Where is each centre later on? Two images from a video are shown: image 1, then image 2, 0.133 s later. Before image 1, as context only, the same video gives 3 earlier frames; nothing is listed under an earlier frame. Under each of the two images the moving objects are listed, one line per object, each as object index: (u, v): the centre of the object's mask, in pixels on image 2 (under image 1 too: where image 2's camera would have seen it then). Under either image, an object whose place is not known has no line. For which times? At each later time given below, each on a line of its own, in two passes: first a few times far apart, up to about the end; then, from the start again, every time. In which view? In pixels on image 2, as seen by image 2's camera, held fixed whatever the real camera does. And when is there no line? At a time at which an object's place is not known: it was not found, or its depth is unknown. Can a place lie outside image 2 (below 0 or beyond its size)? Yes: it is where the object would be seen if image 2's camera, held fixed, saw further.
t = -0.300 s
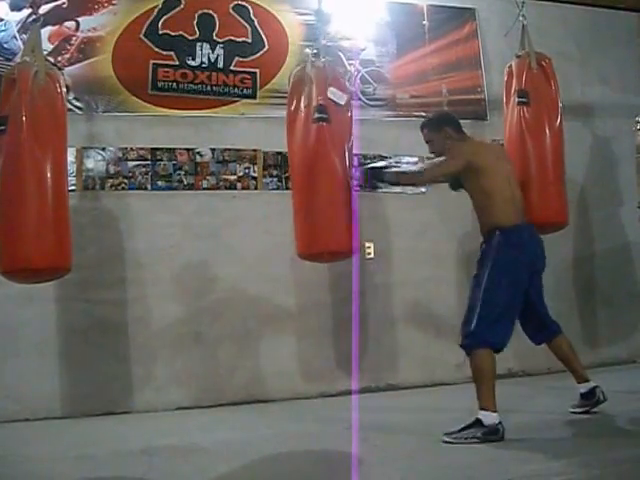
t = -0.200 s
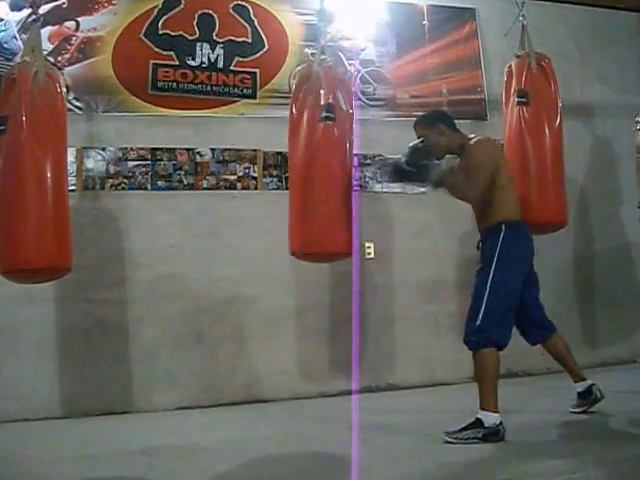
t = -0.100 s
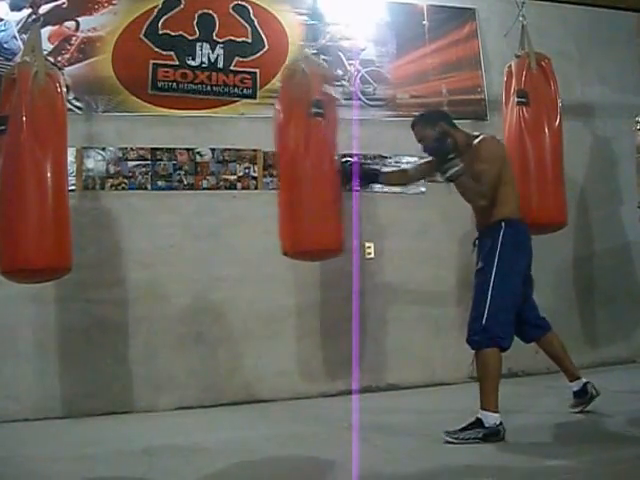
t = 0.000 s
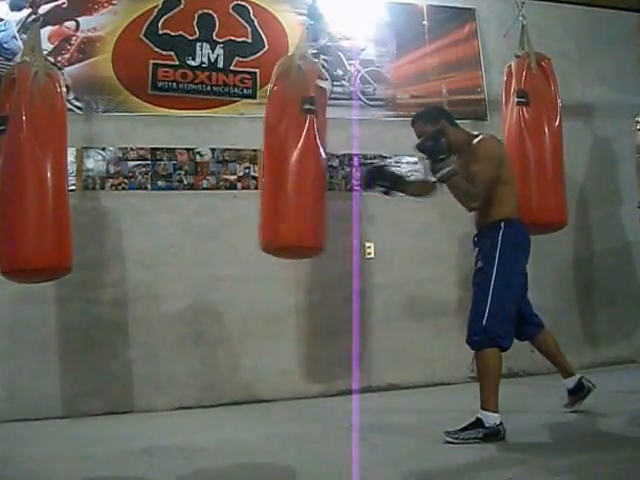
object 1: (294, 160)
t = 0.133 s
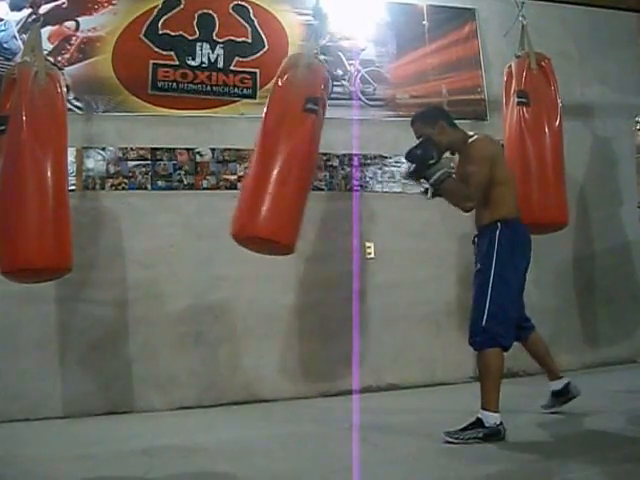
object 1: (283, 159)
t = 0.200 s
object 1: (277, 158)
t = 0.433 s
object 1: (273, 157)
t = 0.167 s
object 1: (280, 159)
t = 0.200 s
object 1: (277, 158)
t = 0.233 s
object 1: (274, 158)
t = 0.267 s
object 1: (272, 157)
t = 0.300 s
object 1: (271, 156)
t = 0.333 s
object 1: (271, 155)
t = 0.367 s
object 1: (271, 155)
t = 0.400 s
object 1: (272, 155)
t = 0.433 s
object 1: (273, 157)
